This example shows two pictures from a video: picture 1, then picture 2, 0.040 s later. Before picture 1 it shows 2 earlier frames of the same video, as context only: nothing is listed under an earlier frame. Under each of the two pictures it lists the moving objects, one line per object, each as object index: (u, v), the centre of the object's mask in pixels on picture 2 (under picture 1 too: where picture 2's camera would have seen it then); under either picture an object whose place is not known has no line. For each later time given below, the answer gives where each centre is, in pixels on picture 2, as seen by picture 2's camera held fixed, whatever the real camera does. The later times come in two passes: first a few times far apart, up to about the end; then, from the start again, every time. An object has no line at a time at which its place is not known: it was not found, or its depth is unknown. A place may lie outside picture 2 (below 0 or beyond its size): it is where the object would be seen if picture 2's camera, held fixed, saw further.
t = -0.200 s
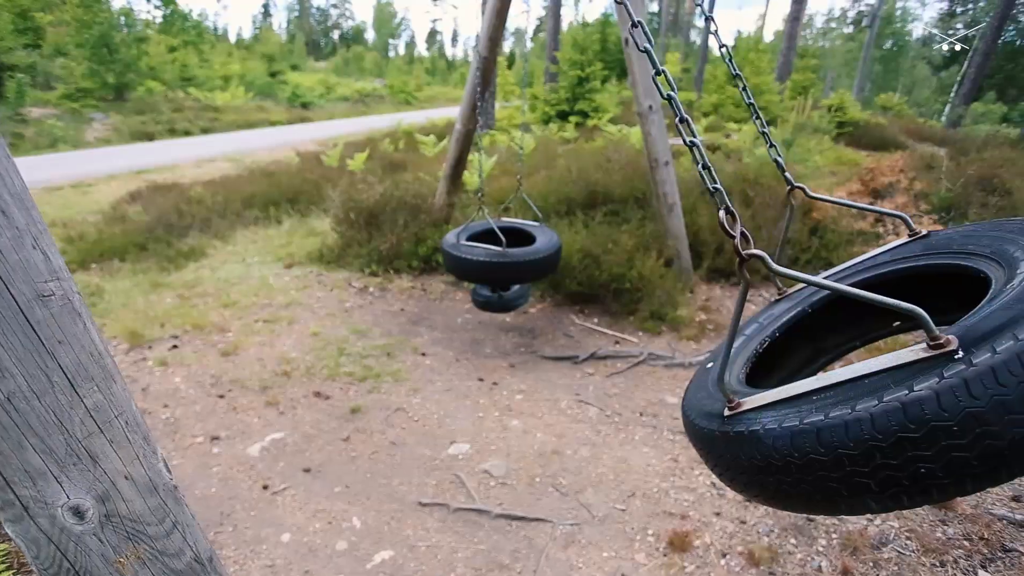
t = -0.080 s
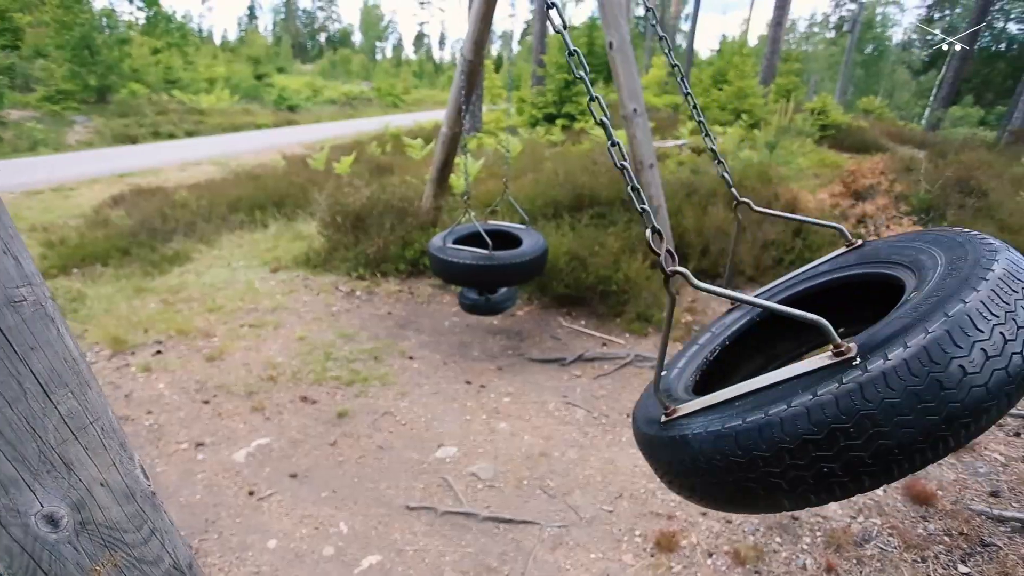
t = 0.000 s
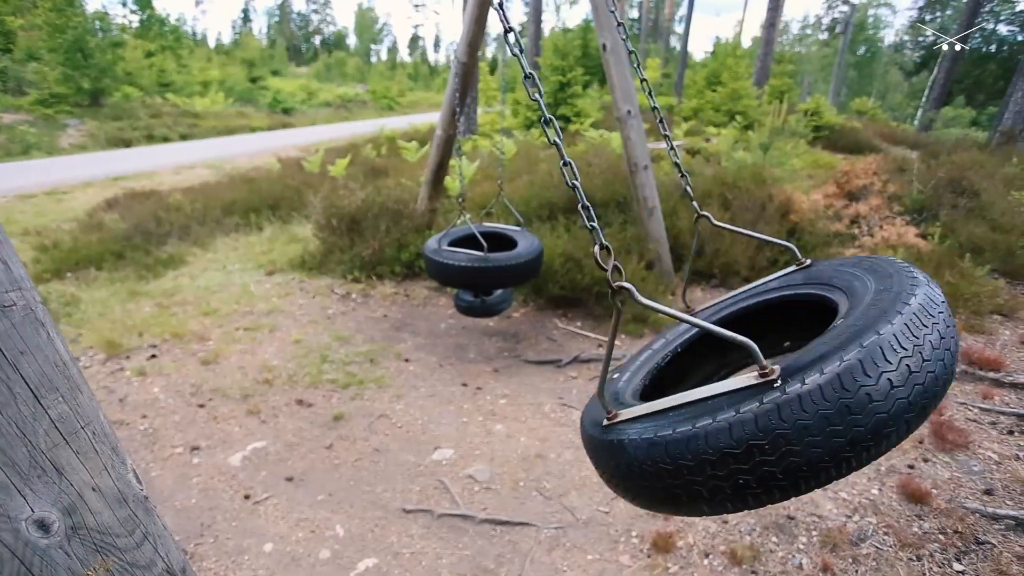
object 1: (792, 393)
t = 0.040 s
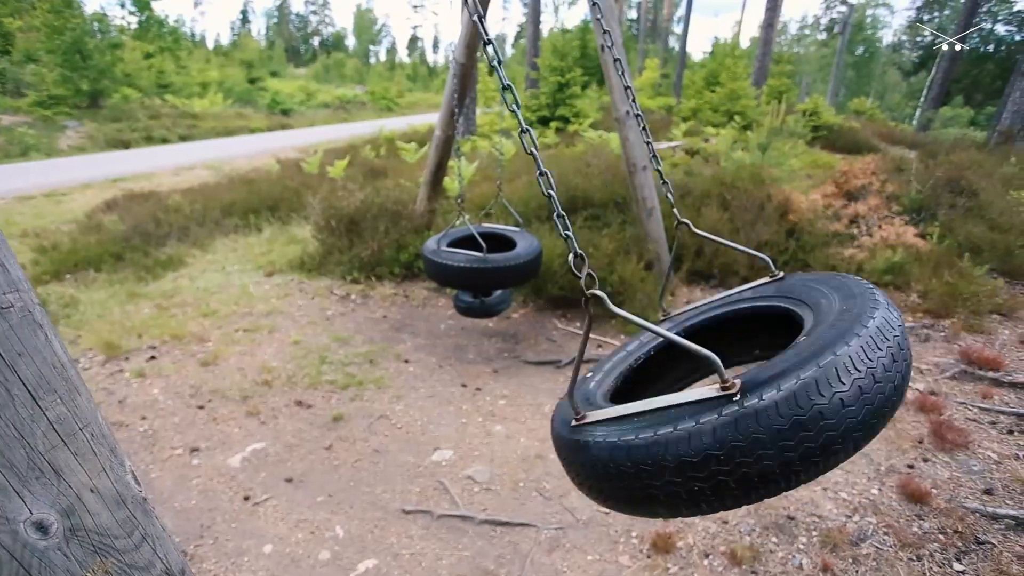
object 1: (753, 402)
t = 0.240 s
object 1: (541, 424)
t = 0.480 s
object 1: (333, 393)
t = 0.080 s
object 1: (711, 411)
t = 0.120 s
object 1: (669, 418)
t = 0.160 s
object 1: (626, 423)
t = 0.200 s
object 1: (583, 424)
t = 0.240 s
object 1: (541, 424)
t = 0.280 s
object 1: (501, 423)
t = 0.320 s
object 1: (464, 420)
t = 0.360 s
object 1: (428, 415)
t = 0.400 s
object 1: (394, 409)
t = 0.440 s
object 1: (363, 402)
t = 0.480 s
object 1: (333, 393)
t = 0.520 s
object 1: (305, 384)
